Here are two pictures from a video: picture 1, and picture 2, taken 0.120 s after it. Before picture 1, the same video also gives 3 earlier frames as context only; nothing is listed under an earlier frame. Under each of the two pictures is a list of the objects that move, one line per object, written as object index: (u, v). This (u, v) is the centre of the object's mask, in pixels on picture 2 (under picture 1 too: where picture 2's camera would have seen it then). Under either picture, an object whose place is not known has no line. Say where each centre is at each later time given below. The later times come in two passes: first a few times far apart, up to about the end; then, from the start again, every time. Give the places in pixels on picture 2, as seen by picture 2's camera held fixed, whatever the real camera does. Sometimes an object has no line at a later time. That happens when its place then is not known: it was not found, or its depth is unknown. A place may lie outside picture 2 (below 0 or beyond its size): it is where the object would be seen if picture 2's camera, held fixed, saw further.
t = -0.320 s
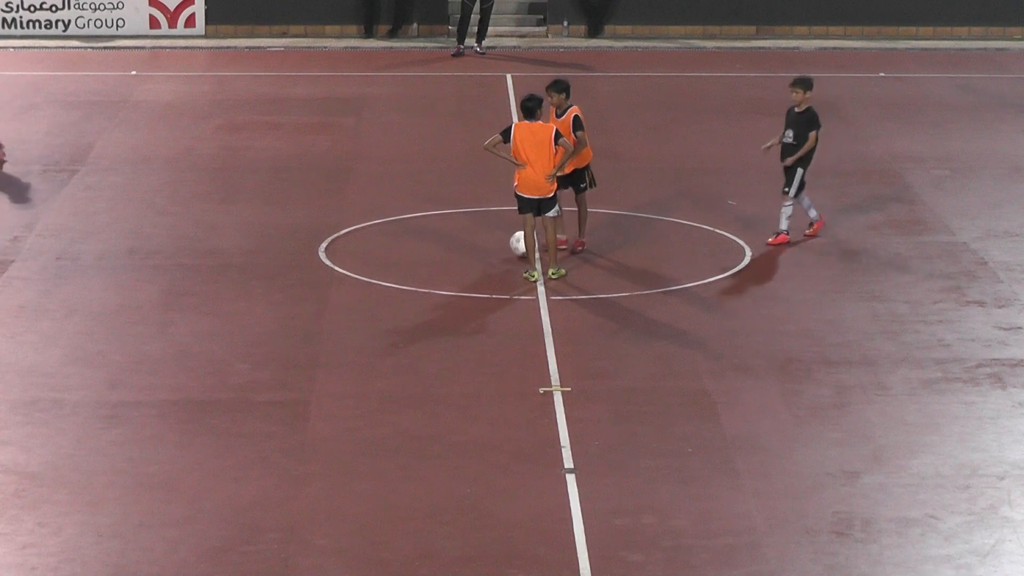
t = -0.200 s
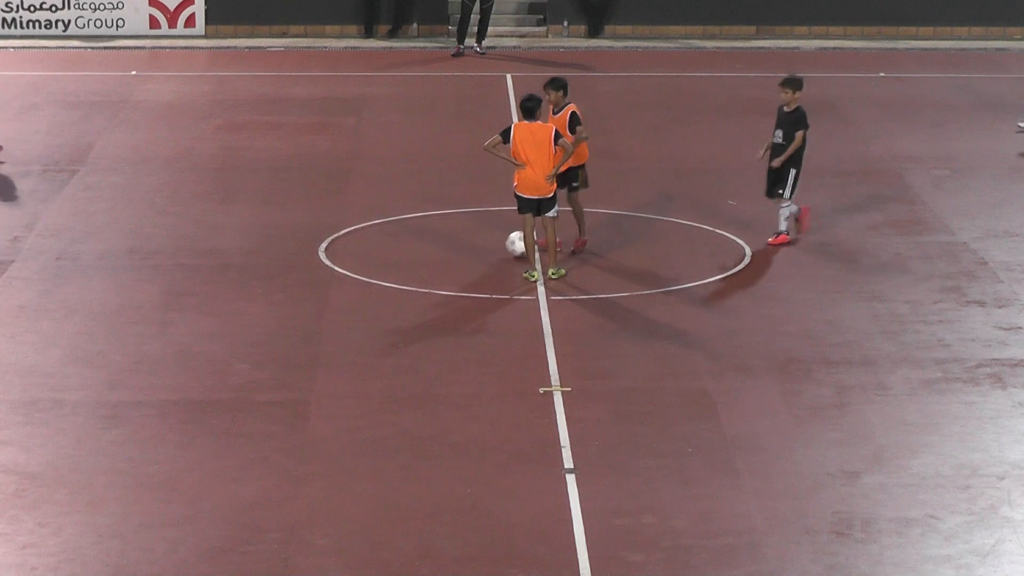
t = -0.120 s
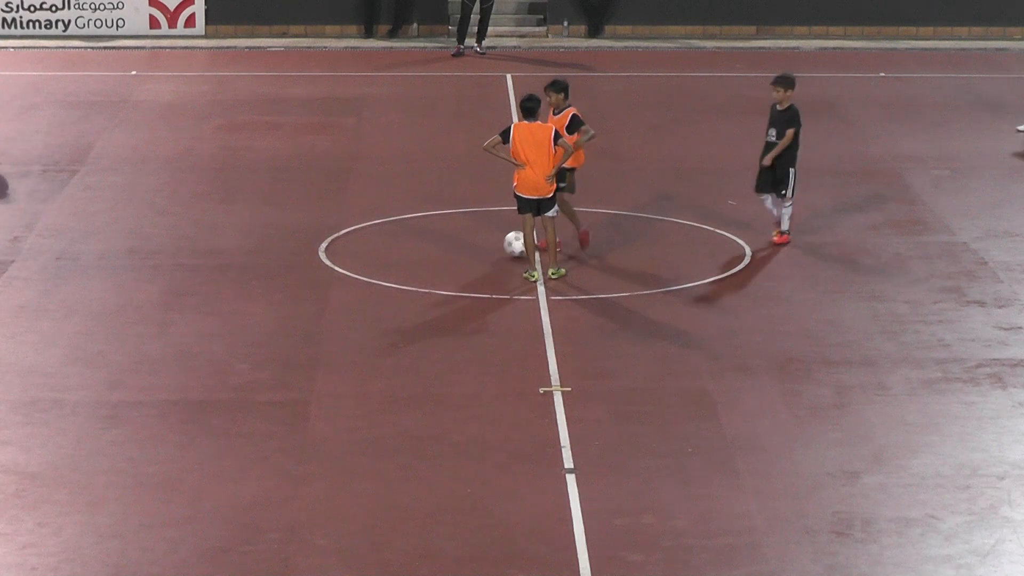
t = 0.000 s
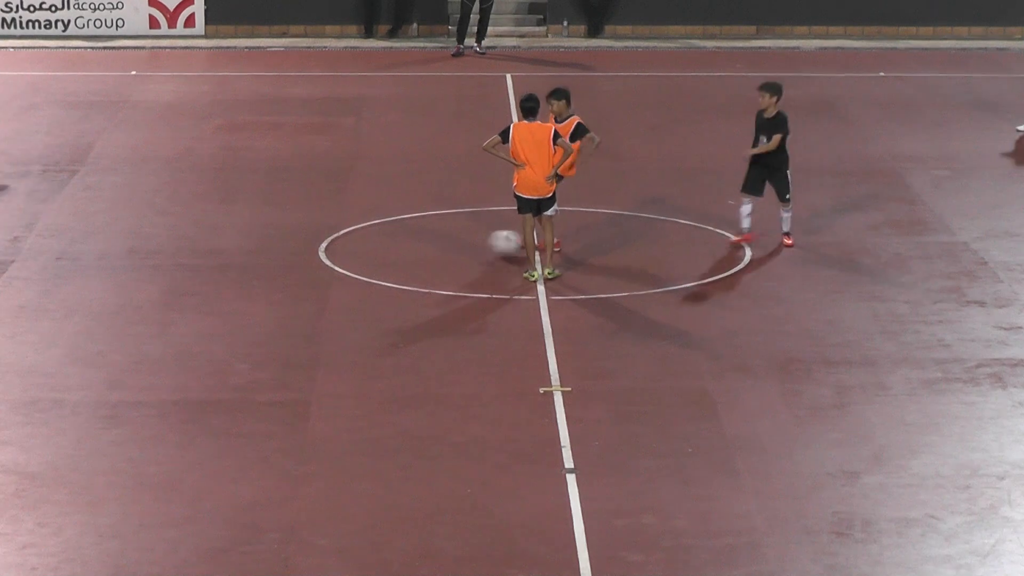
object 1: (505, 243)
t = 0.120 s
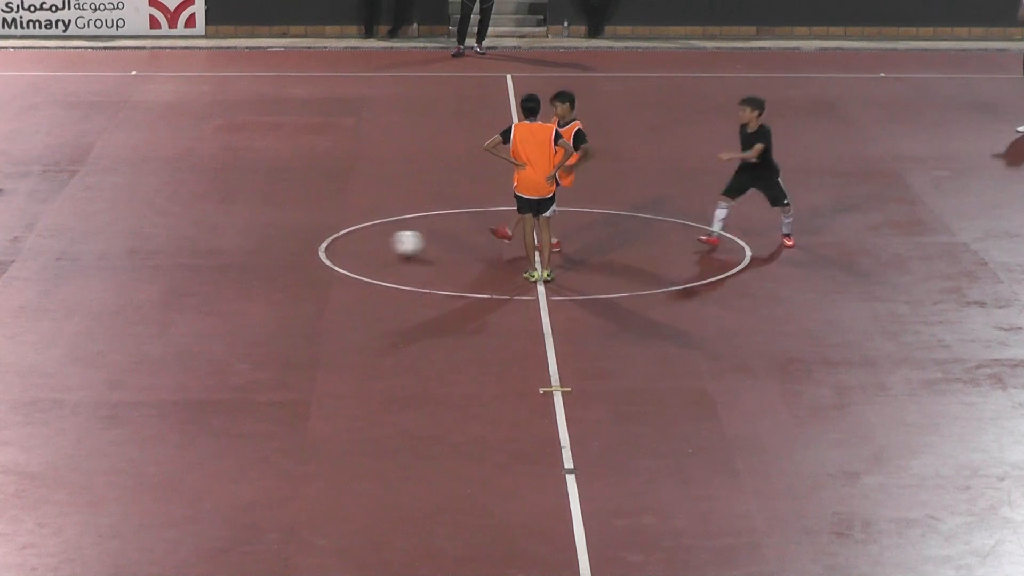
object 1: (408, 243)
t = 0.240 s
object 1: (325, 242)
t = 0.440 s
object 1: (209, 243)
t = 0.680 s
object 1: (85, 243)
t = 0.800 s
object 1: (26, 241)
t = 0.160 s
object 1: (378, 243)
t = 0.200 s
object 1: (350, 243)
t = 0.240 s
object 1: (325, 242)
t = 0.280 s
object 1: (299, 243)
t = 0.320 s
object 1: (274, 244)
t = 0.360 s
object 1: (250, 244)
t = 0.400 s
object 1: (228, 243)
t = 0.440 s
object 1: (209, 243)
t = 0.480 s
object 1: (188, 243)
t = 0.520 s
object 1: (166, 243)
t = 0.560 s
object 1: (146, 243)
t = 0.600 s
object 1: (127, 243)
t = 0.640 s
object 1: (105, 244)
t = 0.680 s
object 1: (85, 243)
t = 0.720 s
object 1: (65, 242)
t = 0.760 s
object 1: (45, 242)
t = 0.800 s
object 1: (26, 241)
